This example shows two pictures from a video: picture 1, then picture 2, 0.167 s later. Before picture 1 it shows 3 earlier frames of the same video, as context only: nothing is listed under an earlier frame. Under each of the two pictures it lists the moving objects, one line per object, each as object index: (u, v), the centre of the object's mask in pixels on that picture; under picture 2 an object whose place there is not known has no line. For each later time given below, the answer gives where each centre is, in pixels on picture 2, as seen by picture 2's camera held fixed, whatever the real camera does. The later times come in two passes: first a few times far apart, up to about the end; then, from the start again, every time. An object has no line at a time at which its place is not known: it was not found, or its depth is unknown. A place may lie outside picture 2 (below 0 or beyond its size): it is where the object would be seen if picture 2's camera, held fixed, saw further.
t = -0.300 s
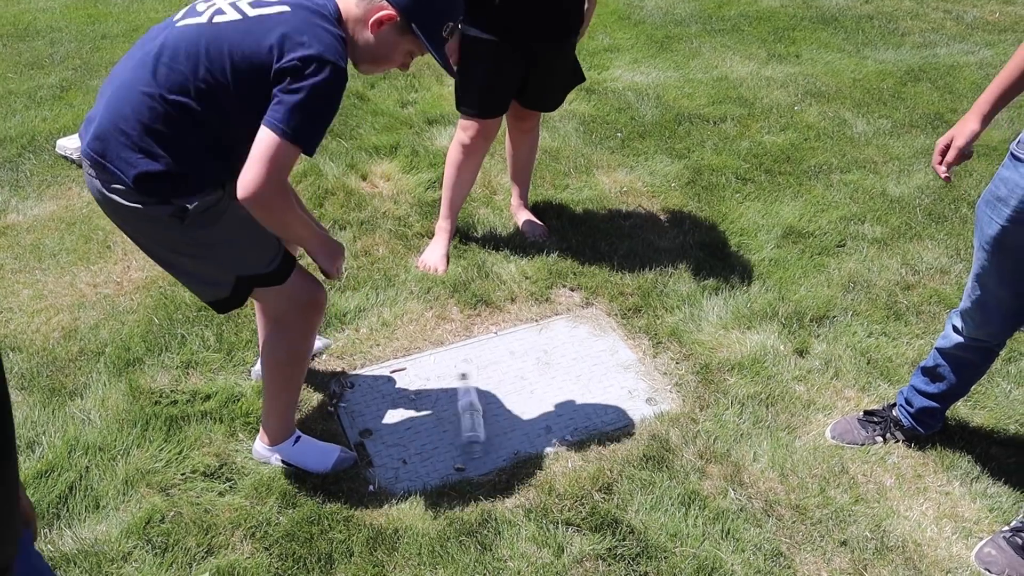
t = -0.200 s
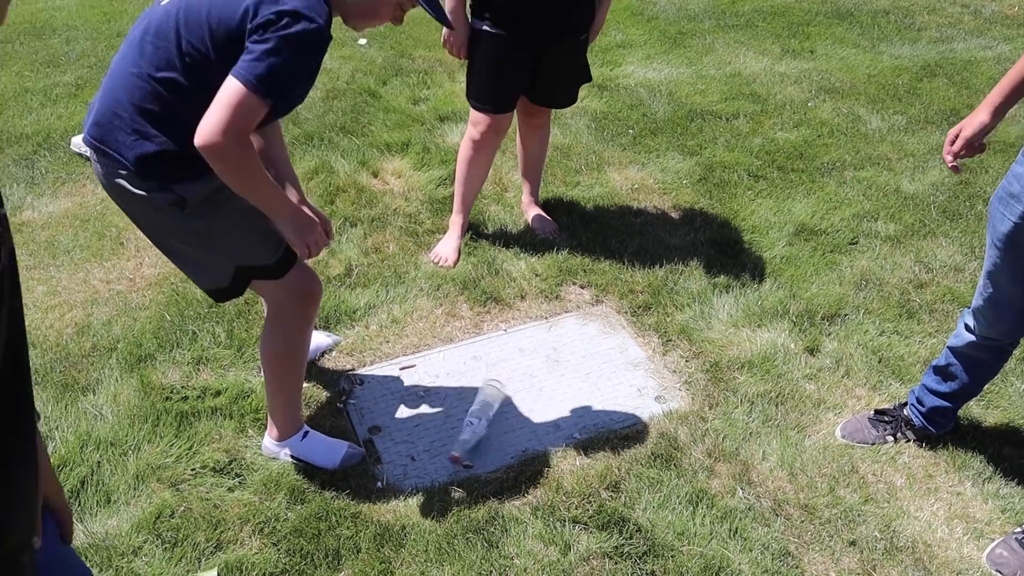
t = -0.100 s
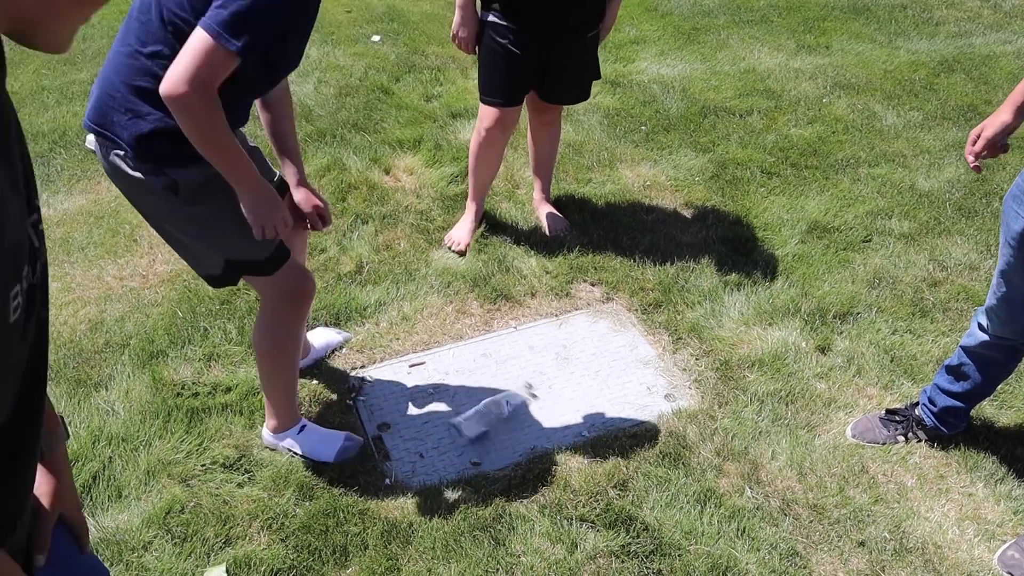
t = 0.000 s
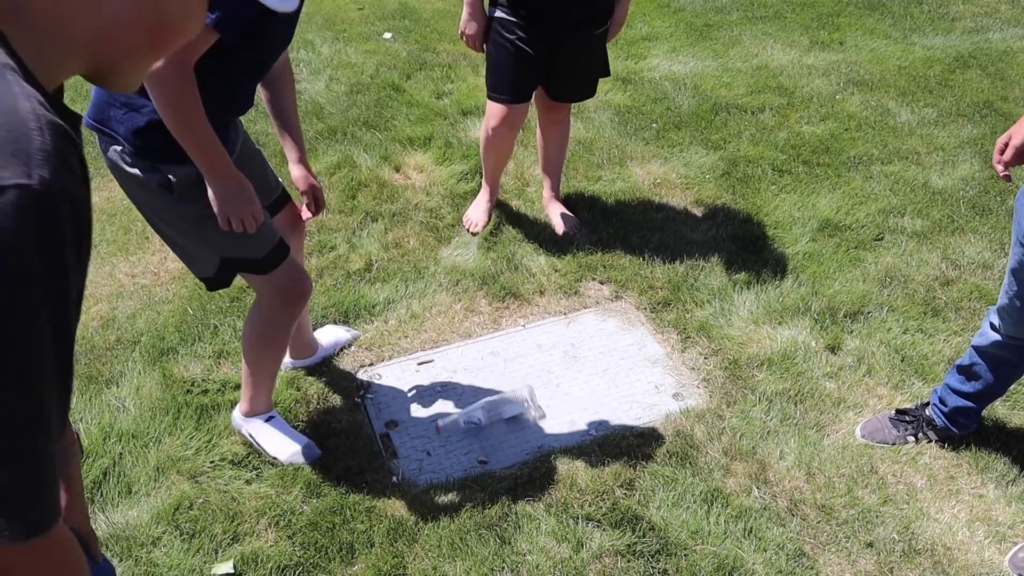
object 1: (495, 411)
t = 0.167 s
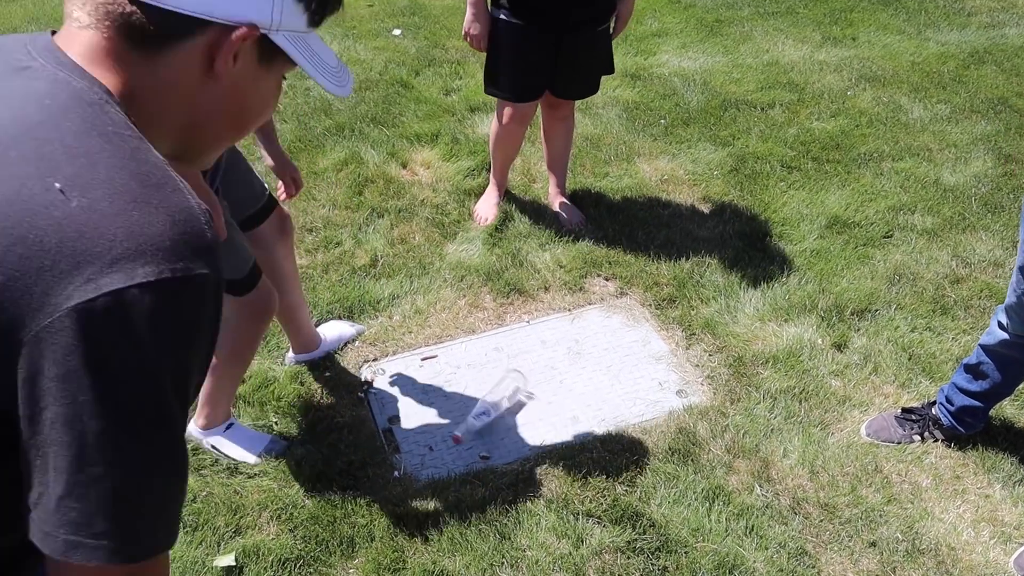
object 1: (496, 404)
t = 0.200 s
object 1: (505, 406)
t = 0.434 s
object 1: (496, 403)
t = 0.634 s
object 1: (486, 397)
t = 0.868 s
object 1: (480, 395)
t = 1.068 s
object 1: (485, 392)
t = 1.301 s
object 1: (480, 395)
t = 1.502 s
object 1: (467, 396)
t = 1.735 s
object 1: (467, 395)
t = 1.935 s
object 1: (467, 394)
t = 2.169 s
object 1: (466, 393)
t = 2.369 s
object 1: (468, 391)
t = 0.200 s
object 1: (505, 406)
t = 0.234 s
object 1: (497, 410)
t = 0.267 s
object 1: (499, 404)
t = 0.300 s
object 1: (498, 406)
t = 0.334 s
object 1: (496, 406)
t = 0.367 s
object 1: (496, 403)
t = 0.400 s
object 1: (498, 401)
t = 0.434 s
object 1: (496, 403)
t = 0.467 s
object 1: (494, 396)
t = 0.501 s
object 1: (495, 396)
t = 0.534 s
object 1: (487, 397)
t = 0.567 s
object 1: (487, 398)
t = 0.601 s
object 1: (491, 397)
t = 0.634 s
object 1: (486, 397)
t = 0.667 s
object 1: (491, 401)
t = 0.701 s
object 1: (487, 399)
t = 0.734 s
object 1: (487, 394)
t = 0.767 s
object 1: (488, 395)
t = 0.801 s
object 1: (484, 394)
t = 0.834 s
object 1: (483, 396)
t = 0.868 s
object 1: (480, 395)
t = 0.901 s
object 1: (480, 393)
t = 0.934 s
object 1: (483, 393)
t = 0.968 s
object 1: (483, 396)
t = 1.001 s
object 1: (481, 394)
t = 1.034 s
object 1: (484, 390)
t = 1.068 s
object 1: (485, 392)
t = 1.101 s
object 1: (484, 393)
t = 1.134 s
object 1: (483, 395)
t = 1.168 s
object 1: (481, 394)
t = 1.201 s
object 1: (480, 393)
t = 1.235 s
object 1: (483, 394)
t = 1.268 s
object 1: (483, 398)
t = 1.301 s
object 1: (480, 395)
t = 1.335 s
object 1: (480, 393)
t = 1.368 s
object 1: (480, 394)
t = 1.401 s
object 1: (473, 394)
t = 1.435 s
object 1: (473, 395)
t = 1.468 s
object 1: (473, 395)
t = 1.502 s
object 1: (467, 396)
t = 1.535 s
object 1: (468, 395)
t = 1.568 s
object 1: (471, 396)
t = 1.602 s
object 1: (470, 398)
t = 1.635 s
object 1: (467, 395)
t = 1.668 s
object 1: (468, 393)
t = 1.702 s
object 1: (468, 394)
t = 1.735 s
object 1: (467, 395)
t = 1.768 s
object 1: (466, 395)
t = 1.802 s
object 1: (467, 396)
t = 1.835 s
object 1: (466, 396)
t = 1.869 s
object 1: (465, 395)
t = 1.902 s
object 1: (464, 394)
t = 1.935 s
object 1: (467, 394)
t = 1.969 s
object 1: (468, 395)
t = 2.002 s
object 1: (469, 399)
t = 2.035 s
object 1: (469, 397)
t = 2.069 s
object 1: (469, 395)
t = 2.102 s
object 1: (472, 394)
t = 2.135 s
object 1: (469, 393)
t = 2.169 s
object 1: (466, 393)
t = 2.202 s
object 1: (466, 393)
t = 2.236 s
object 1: (467, 394)
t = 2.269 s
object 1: (468, 393)
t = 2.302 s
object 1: (468, 393)
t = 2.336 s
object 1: (466, 392)
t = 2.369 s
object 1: (468, 391)
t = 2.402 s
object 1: (472, 391)
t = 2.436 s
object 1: (473, 394)
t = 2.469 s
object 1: (471, 395)
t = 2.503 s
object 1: (469, 392)
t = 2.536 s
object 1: (469, 391)
